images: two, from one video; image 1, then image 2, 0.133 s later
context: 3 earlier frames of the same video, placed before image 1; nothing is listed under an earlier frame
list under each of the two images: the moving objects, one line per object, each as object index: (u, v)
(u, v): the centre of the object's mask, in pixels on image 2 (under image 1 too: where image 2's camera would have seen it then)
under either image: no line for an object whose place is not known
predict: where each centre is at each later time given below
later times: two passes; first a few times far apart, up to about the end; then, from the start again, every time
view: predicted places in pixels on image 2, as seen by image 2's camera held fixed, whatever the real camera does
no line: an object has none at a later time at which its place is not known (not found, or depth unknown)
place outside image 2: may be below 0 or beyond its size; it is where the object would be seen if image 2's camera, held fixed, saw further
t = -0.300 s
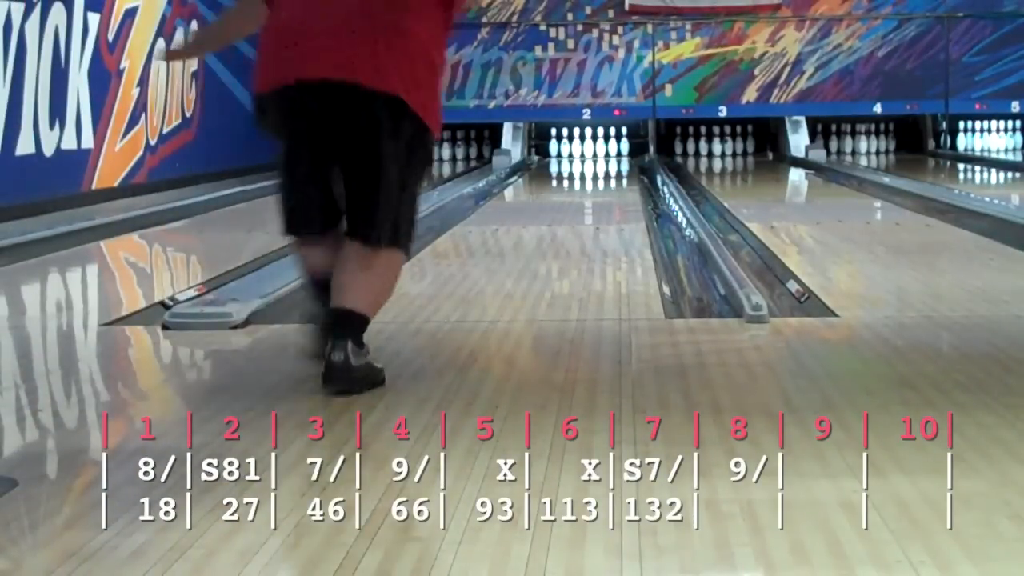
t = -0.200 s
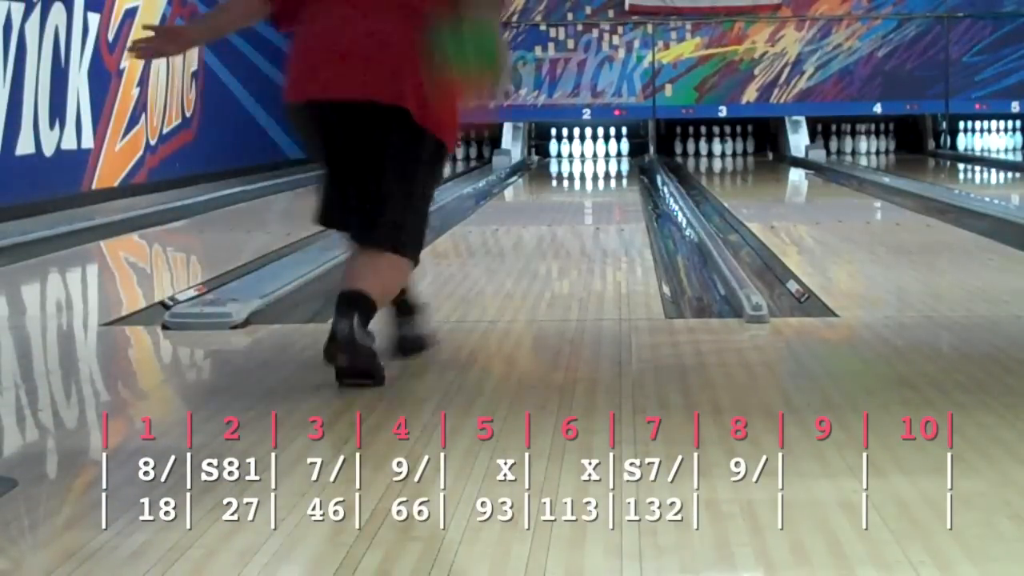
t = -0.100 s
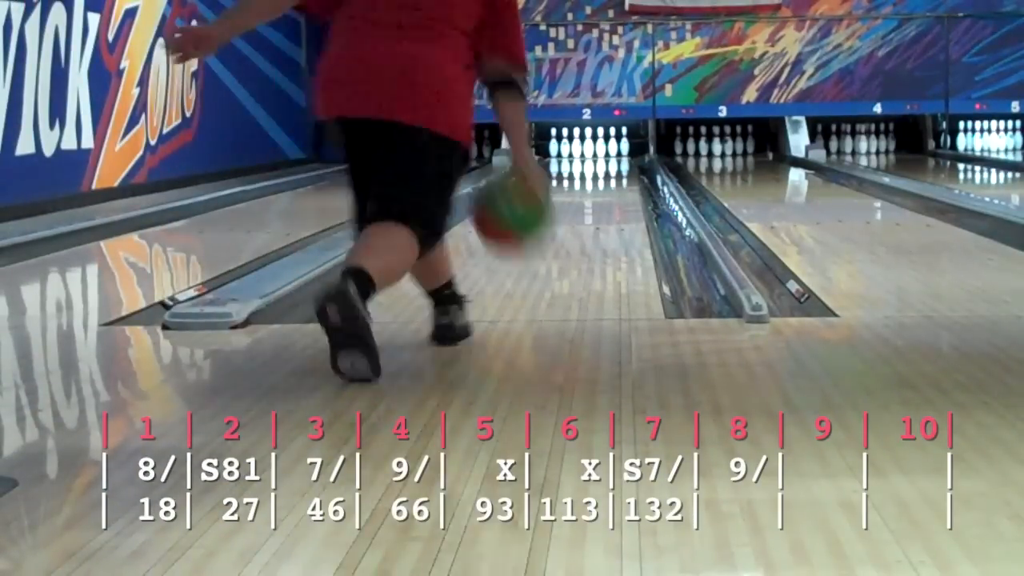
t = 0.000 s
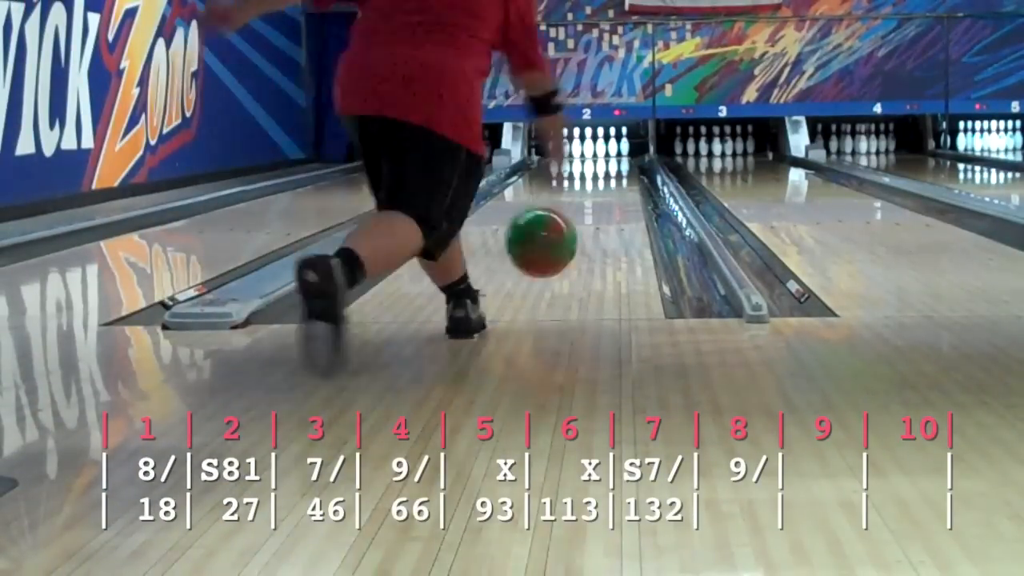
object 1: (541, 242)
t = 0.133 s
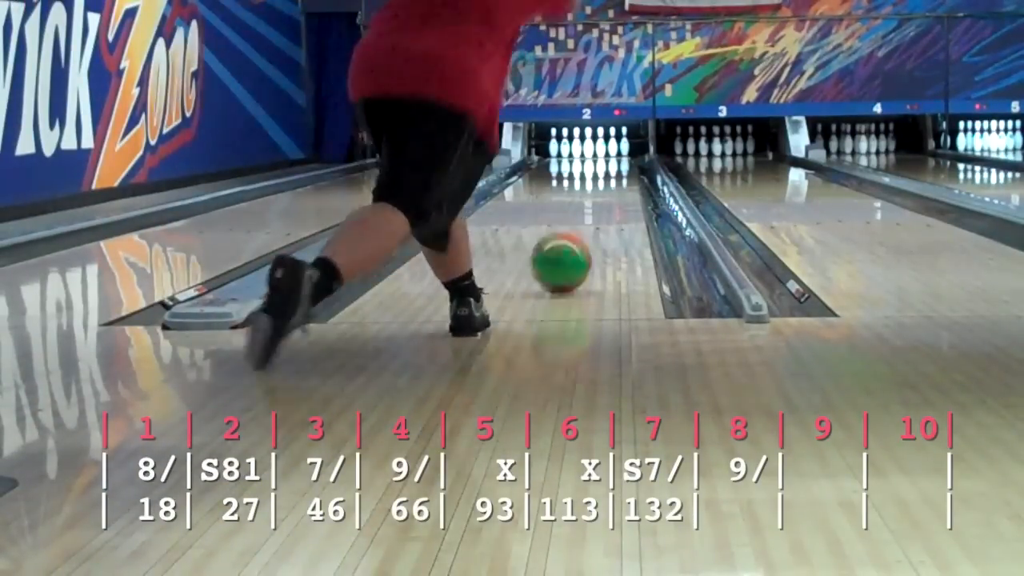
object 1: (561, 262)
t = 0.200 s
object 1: (568, 251)
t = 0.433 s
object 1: (586, 222)
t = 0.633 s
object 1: (596, 205)
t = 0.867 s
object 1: (605, 191)
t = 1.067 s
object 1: (609, 182)
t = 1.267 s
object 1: (612, 174)
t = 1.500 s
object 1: (614, 168)
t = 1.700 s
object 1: (614, 164)
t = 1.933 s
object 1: (612, 158)
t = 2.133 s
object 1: (606, 155)
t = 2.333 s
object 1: (600, 154)
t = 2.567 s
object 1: (592, 151)
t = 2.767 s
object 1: (588, 148)
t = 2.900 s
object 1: (585, 149)
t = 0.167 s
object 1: (564, 256)
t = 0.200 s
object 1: (568, 251)
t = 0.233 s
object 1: (571, 247)
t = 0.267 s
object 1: (574, 242)
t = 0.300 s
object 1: (577, 238)
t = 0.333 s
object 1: (579, 233)
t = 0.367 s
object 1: (581, 230)
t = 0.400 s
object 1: (584, 226)
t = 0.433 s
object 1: (586, 222)
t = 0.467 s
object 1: (588, 219)
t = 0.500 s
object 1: (590, 216)
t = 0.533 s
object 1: (592, 212)
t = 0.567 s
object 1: (593, 210)
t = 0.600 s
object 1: (595, 208)
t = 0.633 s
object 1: (596, 205)
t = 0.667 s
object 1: (598, 203)
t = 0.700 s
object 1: (599, 201)
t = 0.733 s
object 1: (600, 200)
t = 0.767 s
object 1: (602, 197)
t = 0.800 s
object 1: (602, 196)
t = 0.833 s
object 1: (604, 193)
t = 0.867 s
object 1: (605, 191)
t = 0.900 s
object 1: (605, 189)
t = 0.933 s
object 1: (606, 187)
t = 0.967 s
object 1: (607, 186)
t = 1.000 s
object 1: (607, 185)
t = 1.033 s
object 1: (608, 183)
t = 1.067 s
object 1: (609, 182)
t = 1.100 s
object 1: (610, 180)
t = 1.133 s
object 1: (610, 179)
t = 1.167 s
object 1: (611, 178)
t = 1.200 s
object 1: (611, 176)
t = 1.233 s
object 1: (612, 175)
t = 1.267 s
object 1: (612, 174)
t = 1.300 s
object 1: (613, 173)
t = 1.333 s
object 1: (613, 172)
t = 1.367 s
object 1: (613, 172)
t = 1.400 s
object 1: (614, 170)
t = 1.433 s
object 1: (614, 170)
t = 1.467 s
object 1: (614, 169)
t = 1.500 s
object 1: (614, 168)
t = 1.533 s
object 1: (615, 167)
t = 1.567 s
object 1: (615, 167)
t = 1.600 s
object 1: (614, 166)
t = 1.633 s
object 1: (614, 165)
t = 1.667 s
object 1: (614, 165)
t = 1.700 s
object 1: (614, 164)
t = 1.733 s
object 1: (613, 162)
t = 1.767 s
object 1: (613, 162)
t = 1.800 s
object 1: (613, 161)
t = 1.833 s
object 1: (612, 160)
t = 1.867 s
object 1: (612, 159)
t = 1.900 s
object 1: (612, 159)
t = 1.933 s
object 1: (612, 158)
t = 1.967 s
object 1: (611, 158)
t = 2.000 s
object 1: (610, 157)
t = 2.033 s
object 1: (610, 157)
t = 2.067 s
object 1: (609, 157)
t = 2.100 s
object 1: (608, 156)
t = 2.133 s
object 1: (606, 155)
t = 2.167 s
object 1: (605, 155)
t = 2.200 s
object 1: (603, 154)
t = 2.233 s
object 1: (603, 155)
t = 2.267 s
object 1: (602, 155)
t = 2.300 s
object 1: (601, 154)
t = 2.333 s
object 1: (600, 154)
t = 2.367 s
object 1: (600, 153)
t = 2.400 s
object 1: (599, 153)
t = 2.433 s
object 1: (597, 152)
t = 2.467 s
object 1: (596, 152)
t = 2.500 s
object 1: (594, 151)
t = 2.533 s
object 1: (592, 151)
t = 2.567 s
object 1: (592, 151)
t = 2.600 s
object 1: (591, 150)
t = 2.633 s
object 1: (592, 149)
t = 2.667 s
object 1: (591, 149)
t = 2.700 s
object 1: (590, 149)
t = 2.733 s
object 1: (589, 149)
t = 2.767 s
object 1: (588, 148)
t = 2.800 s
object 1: (586, 149)
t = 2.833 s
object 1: (585, 149)
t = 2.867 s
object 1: (585, 149)
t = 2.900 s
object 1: (585, 149)
